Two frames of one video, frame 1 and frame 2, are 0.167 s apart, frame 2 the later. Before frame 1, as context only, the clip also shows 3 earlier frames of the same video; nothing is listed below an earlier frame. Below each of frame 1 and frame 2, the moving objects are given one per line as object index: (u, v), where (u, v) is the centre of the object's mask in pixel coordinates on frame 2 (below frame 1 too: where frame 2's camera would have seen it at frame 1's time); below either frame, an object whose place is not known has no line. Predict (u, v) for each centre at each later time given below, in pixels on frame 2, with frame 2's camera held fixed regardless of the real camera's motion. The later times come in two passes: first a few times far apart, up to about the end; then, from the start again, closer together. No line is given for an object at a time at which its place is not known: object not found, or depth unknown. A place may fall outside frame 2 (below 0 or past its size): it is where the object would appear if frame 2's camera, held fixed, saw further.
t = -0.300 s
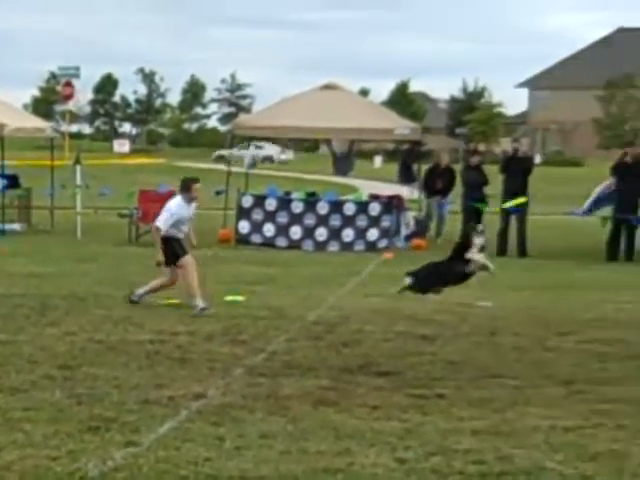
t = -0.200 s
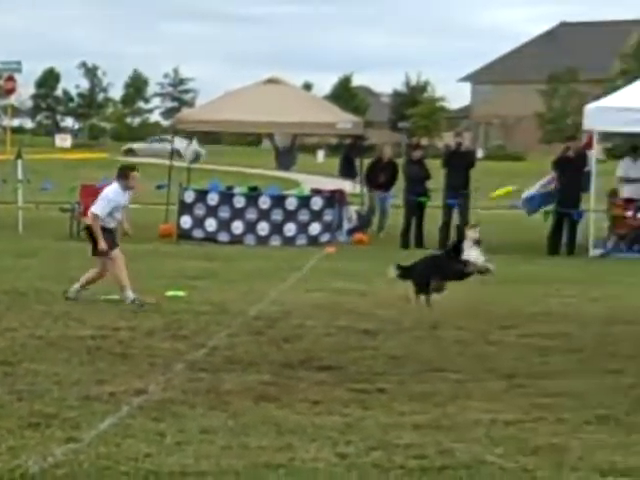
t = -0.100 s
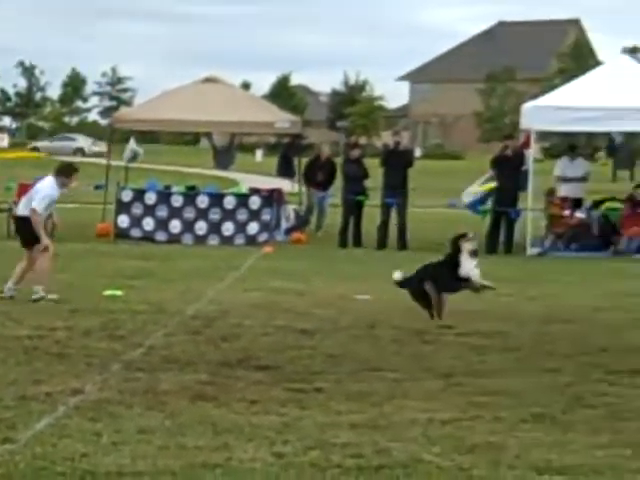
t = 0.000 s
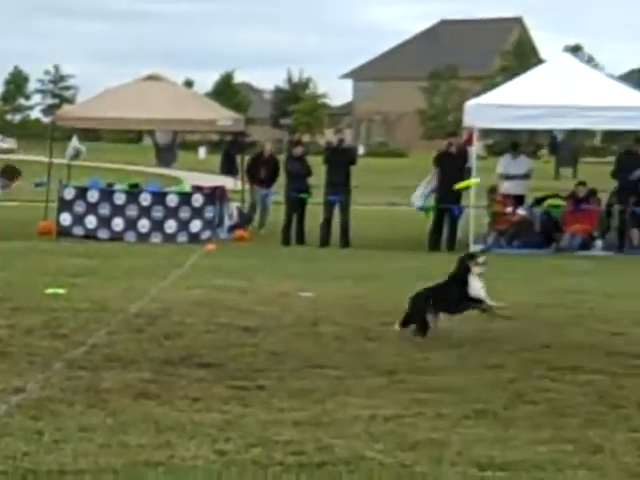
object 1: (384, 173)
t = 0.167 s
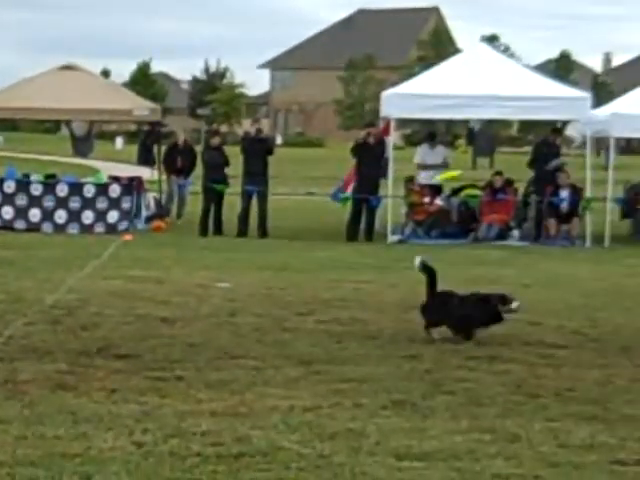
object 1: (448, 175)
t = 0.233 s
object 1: (470, 179)
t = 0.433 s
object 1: (531, 197)
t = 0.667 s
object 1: (591, 241)
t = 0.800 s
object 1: (620, 275)
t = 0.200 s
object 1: (458, 177)
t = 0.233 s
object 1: (470, 179)
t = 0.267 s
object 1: (481, 181)
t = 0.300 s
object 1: (490, 184)
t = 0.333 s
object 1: (501, 187)
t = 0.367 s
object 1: (510, 191)
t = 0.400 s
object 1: (521, 194)
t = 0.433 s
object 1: (531, 197)
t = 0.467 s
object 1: (540, 203)
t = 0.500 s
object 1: (548, 208)
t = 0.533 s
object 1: (557, 213)
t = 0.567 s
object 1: (566, 220)
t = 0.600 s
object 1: (573, 226)
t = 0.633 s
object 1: (583, 233)
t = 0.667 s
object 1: (591, 241)
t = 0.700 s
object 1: (599, 249)
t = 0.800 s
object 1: (620, 275)
